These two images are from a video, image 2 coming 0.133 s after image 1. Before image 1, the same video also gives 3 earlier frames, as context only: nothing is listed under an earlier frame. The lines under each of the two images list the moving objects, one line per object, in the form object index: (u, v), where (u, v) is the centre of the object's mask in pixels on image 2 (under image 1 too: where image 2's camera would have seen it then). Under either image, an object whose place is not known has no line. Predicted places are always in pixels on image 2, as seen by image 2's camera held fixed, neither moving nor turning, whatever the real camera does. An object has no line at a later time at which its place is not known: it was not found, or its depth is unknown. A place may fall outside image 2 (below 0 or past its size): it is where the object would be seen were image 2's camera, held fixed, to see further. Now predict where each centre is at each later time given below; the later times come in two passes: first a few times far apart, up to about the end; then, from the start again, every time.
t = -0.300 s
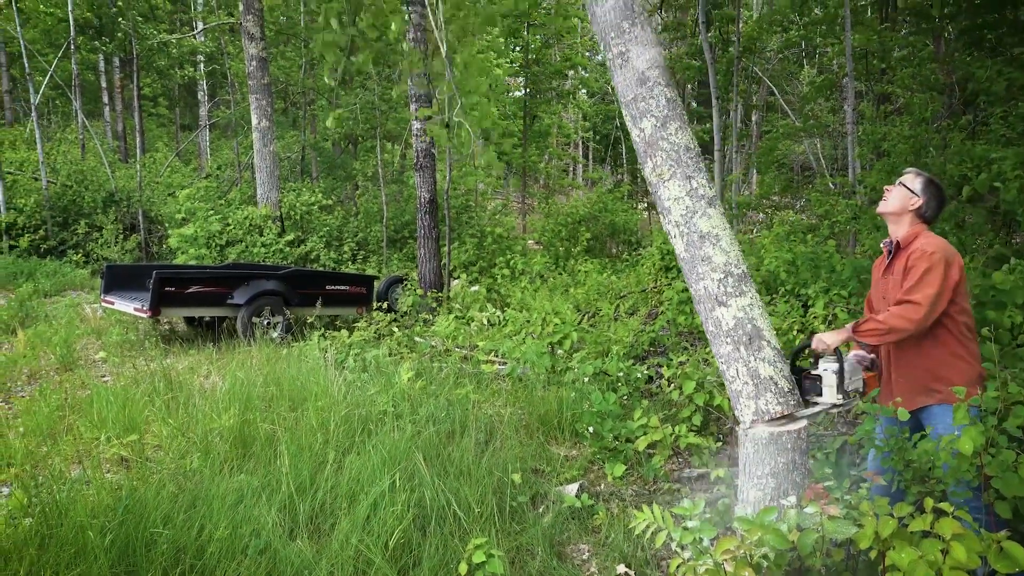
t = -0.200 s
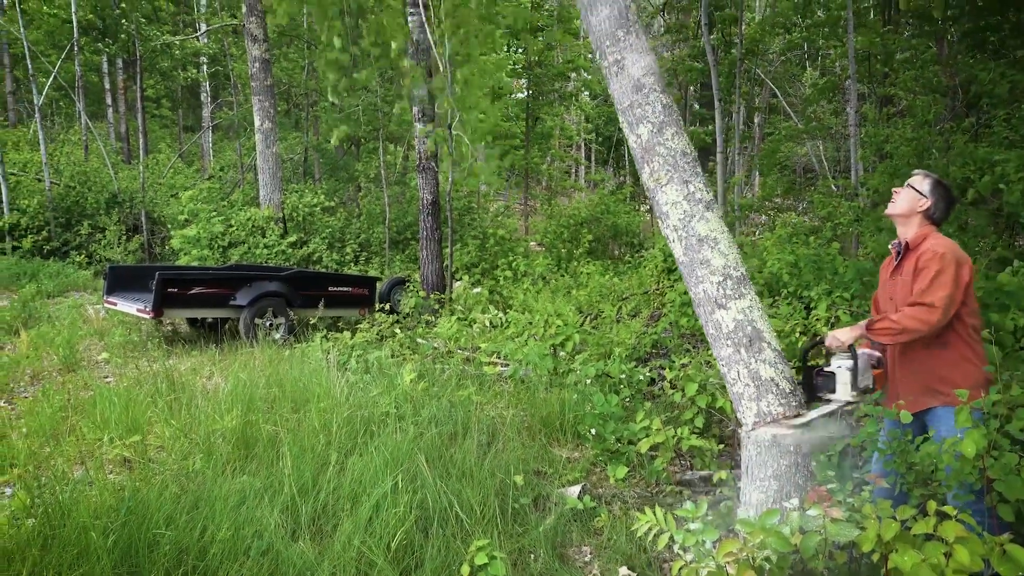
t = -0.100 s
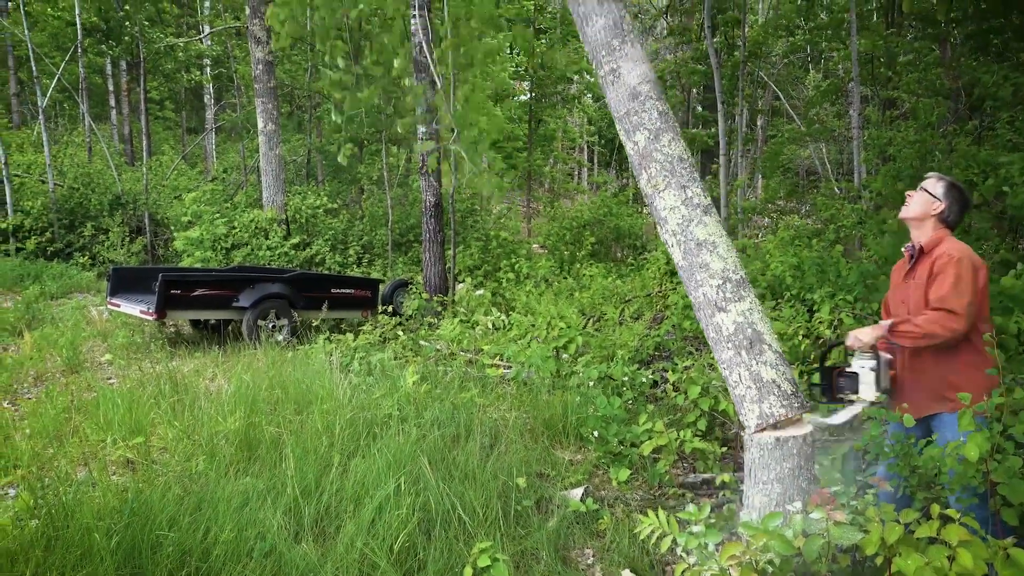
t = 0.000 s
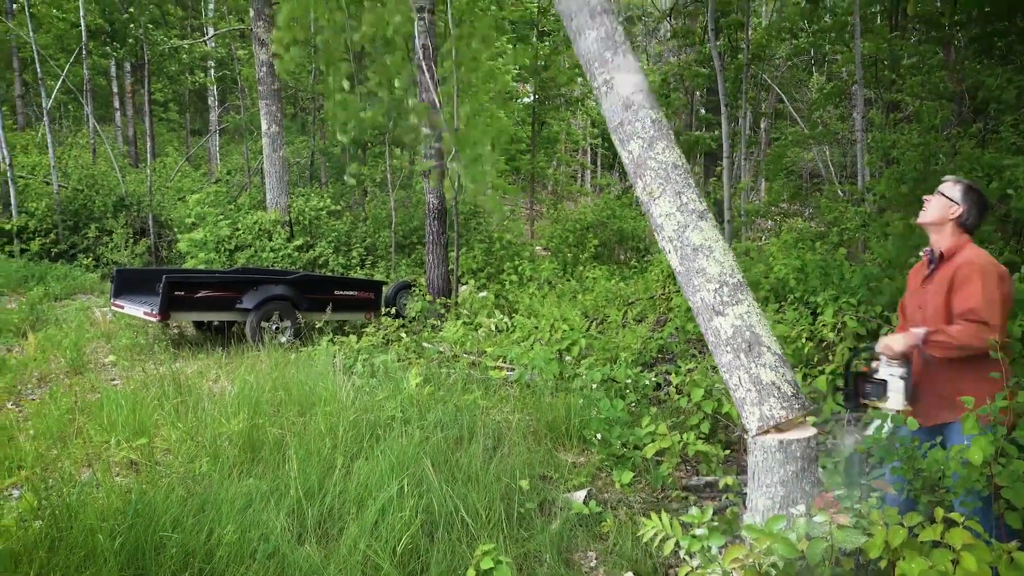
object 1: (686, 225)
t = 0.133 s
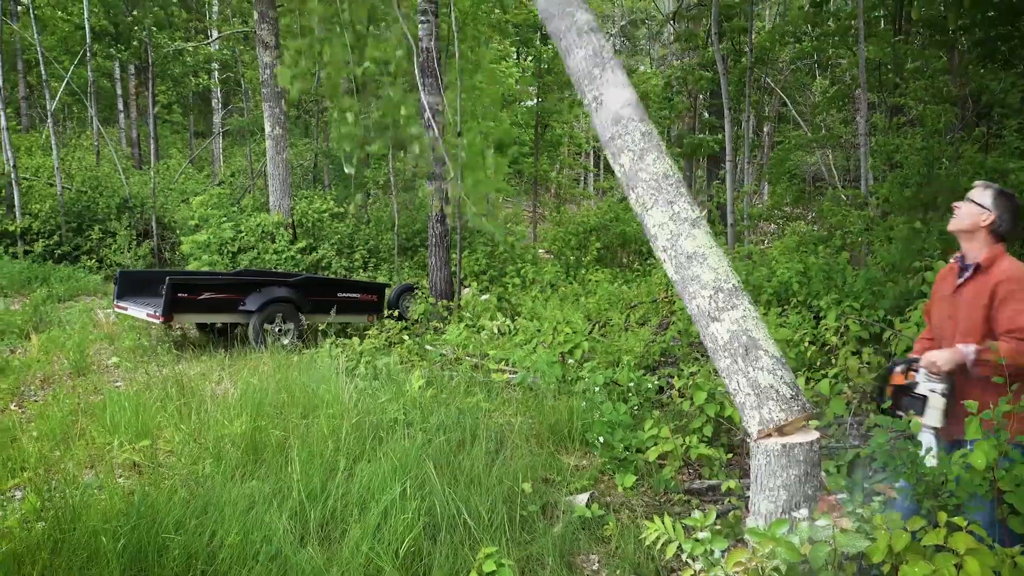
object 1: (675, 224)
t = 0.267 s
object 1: (664, 224)
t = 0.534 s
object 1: (633, 222)
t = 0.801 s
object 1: (596, 230)
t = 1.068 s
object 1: (551, 249)
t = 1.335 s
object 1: (470, 345)
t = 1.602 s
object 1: (456, 446)
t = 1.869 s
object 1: (471, 419)
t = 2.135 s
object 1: (464, 410)
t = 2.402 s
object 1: (452, 452)
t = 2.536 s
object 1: (455, 453)
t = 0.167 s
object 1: (672, 224)
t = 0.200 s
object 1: (669, 223)
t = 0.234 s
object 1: (667, 224)
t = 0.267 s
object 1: (664, 224)
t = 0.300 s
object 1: (660, 223)
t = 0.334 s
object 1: (657, 223)
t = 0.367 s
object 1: (654, 224)
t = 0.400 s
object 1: (650, 224)
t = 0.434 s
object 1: (647, 224)
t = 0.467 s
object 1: (643, 224)
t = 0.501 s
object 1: (638, 223)
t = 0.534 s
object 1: (633, 222)
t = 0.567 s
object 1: (629, 223)
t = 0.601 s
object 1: (626, 224)
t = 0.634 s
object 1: (621, 225)
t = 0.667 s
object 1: (614, 223)
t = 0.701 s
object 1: (612, 226)
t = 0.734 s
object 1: (607, 228)
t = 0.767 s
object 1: (601, 229)
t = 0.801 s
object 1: (596, 230)
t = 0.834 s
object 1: (591, 232)
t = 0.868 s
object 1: (585, 232)
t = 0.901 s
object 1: (579, 233)
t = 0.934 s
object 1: (575, 236)
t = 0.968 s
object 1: (568, 237)
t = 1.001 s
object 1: (564, 240)
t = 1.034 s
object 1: (557, 244)
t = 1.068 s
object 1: (551, 249)
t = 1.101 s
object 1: (543, 255)
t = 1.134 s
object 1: (534, 263)
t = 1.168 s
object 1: (523, 270)
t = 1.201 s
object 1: (515, 282)
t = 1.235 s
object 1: (506, 297)
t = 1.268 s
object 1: (491, 308)
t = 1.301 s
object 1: (478, 323)
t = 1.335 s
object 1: (470, 345)
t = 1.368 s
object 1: (458, 364)
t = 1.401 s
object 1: (441, 378)
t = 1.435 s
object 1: (449, 404)
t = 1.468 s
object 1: (441, 407)
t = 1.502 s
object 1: (448, 422)
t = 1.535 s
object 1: (451, 431)
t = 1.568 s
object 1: (454, 440)
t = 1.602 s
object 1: (456, 446)
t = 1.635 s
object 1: (461, 453)
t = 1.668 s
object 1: (466, 456)
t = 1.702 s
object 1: (465, 453)
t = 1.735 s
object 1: (467, 451)
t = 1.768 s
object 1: (468, 445)
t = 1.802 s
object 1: (471, 438)
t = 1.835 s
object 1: (472, 429)
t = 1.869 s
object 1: (471, 419)
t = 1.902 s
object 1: (471, 413)
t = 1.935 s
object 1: (472, 409)
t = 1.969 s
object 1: (472, 407)
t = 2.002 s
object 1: (471, 405)
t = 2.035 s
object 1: (470, 403)
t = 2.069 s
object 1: (467, 403)
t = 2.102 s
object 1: (478, 411)
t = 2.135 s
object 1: (464, 410)
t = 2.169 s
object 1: (475, 422)
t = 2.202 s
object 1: (467, 426)
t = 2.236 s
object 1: (466, 433)
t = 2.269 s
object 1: (464, 440)
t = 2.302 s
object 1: (464, 446)
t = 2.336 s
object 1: (459, 449)
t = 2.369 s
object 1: (454, 451)
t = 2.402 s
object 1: (452, 452)
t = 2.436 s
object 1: (453, 452)
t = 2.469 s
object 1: (452, 451)
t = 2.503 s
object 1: (457, 455)
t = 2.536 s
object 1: (455, 453)
